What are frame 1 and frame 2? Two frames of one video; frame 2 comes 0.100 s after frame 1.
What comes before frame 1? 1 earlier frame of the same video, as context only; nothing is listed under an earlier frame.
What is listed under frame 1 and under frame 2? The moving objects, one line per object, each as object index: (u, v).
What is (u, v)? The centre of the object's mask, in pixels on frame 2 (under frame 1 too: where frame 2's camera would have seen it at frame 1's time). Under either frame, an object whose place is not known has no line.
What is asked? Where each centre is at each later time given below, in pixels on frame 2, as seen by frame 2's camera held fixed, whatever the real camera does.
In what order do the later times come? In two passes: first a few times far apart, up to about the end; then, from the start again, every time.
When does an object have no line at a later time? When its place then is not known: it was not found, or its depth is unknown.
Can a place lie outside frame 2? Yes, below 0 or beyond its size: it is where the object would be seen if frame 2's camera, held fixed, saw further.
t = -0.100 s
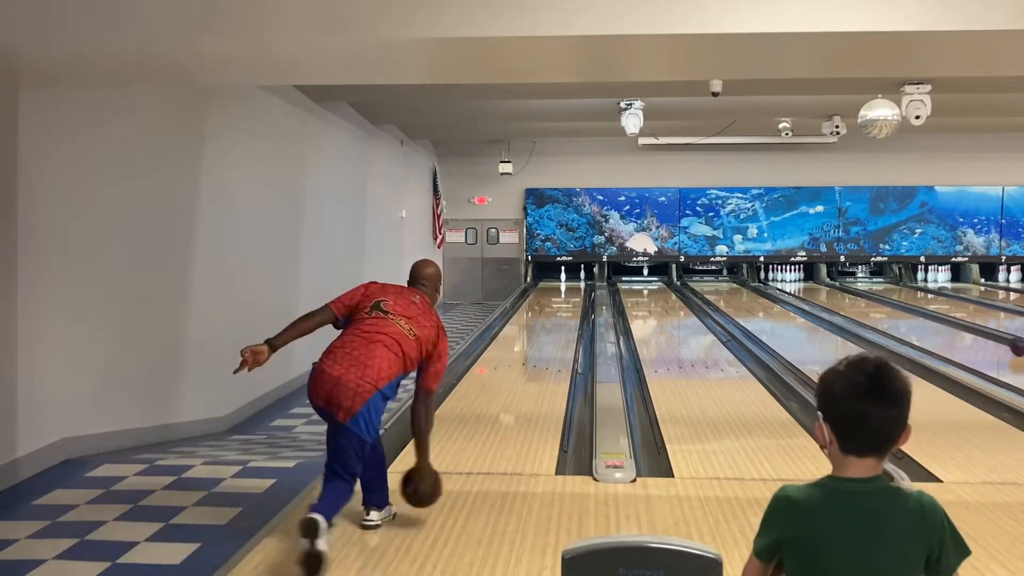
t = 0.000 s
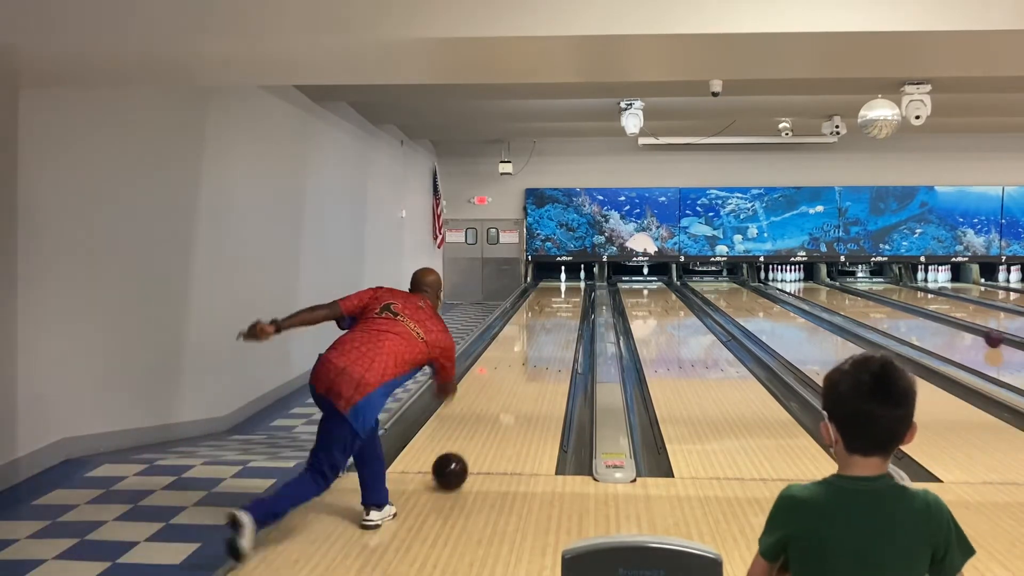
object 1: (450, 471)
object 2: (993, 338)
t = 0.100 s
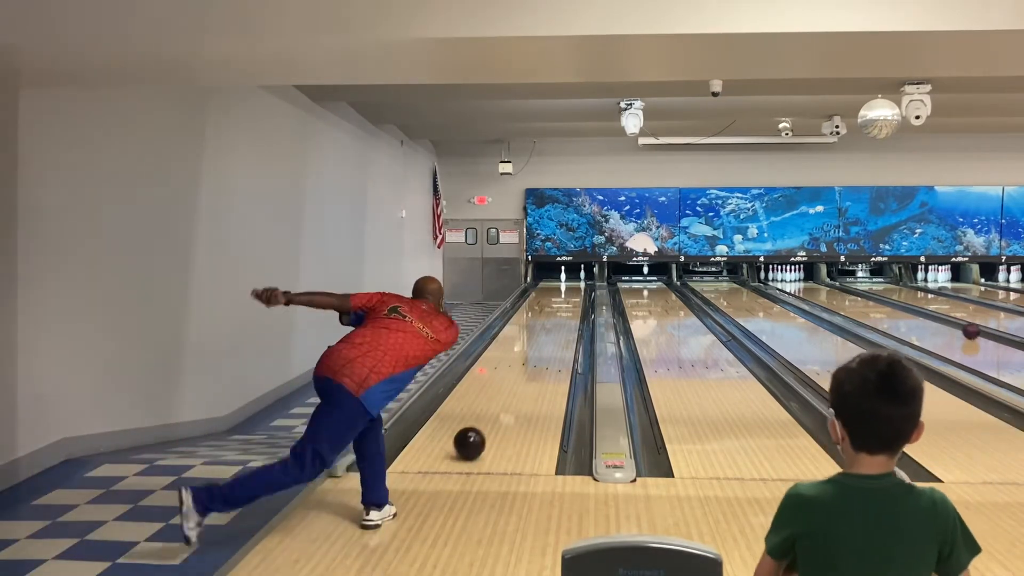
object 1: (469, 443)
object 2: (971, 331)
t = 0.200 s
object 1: (485, 421)
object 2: (951, 325)
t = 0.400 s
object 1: (507, 386)
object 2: (916, 314)
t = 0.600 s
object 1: (523, 362)
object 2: (888, 305)
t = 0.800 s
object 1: (534, 343)
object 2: (863, 299)
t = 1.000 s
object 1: (543, 329)
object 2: (843, 293)
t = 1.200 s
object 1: (550, 317)
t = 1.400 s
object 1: (555, 308)
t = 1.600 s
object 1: (559, 301)
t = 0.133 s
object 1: (475, 435)
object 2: (964, 329)
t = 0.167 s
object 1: (480, 428)
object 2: (957, 327)
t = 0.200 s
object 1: (485, 421)
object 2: (951, 325)
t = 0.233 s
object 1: (489, 414)
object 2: (944, 323)
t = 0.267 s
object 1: (493, 408)
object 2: (938, 321)
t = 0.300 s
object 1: (497, 402)
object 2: (933, 319)
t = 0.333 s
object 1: (500, 396)
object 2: (926, 318)
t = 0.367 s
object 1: (504, 391)
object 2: (921, 316)
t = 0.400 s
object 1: (507, 386)
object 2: (916, 314)
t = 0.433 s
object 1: (510, 381)
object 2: (911, 313)
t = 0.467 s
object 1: (513, 377)
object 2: (906, 311)
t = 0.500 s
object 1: (516, 373)
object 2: (901, 310)
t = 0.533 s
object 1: (518, 369)
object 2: (896, 308)
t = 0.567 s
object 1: (520, 365)
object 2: (892, 307)
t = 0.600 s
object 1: (523, 362)
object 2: (888, 305)
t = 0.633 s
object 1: (525, 358)
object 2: (883, 304)
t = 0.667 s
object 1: (527, 355)
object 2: (879, 303)
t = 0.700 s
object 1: (529, 352)
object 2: (875, 302)
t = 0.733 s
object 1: (531, 349)
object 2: (871, 301)
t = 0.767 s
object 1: (533, 346)
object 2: (868, 301)
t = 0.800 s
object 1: (534, 343)
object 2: (863, 299)
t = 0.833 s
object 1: (536, 341)
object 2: (859, 297)
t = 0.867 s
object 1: (537, 338)
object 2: (856, 296)
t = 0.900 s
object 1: (539, 336)
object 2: (852, 296)
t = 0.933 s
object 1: (541, 333)
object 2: (849, 295)
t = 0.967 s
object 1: (542, 331)
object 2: (845, 294)
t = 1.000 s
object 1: (543, 329)
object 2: (843, 293)
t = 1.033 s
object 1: (544, 327)
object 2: (840, 293)
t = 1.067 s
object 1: (546, 325)
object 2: (837, 292)
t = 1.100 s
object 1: (547, 323)
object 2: (834, 291)
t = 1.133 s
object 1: (548, 321)
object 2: (831, 290)
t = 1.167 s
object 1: (549, 319)
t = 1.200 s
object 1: (550, 317)
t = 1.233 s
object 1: (551, 316)
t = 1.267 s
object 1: (552, 314)
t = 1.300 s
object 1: (553, 313)
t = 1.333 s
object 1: (553, 311)
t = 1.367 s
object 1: (554, 309)
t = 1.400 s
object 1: (555, 308)
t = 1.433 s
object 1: (556, 307)
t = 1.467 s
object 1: (557, 306)
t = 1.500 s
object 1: (557, 304)
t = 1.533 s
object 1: (558, 303)
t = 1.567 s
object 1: (559, 302)
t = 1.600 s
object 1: (559, 301)
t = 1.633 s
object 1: (560, 299)
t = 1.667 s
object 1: (560, 298)
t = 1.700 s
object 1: (561, 297)
